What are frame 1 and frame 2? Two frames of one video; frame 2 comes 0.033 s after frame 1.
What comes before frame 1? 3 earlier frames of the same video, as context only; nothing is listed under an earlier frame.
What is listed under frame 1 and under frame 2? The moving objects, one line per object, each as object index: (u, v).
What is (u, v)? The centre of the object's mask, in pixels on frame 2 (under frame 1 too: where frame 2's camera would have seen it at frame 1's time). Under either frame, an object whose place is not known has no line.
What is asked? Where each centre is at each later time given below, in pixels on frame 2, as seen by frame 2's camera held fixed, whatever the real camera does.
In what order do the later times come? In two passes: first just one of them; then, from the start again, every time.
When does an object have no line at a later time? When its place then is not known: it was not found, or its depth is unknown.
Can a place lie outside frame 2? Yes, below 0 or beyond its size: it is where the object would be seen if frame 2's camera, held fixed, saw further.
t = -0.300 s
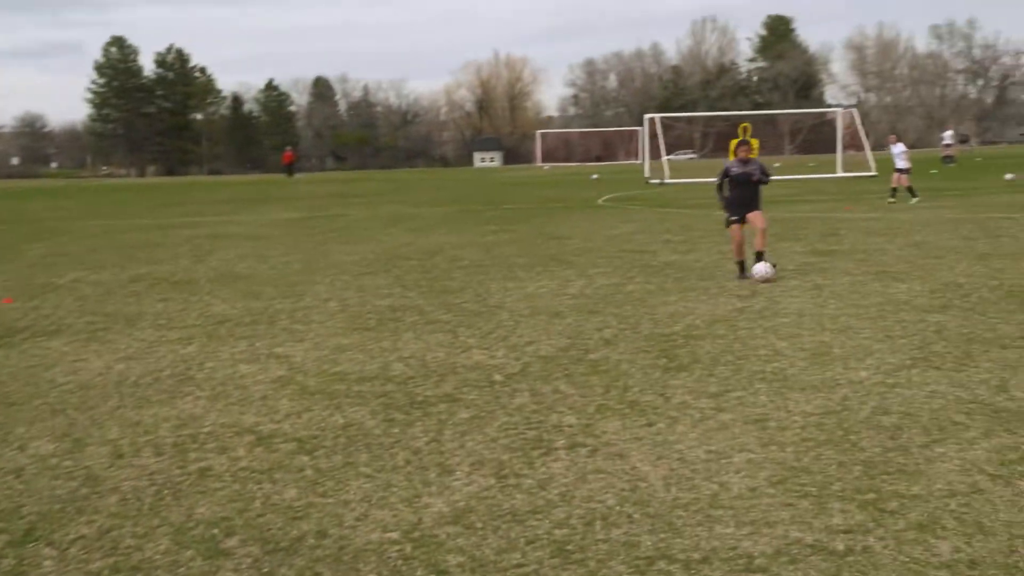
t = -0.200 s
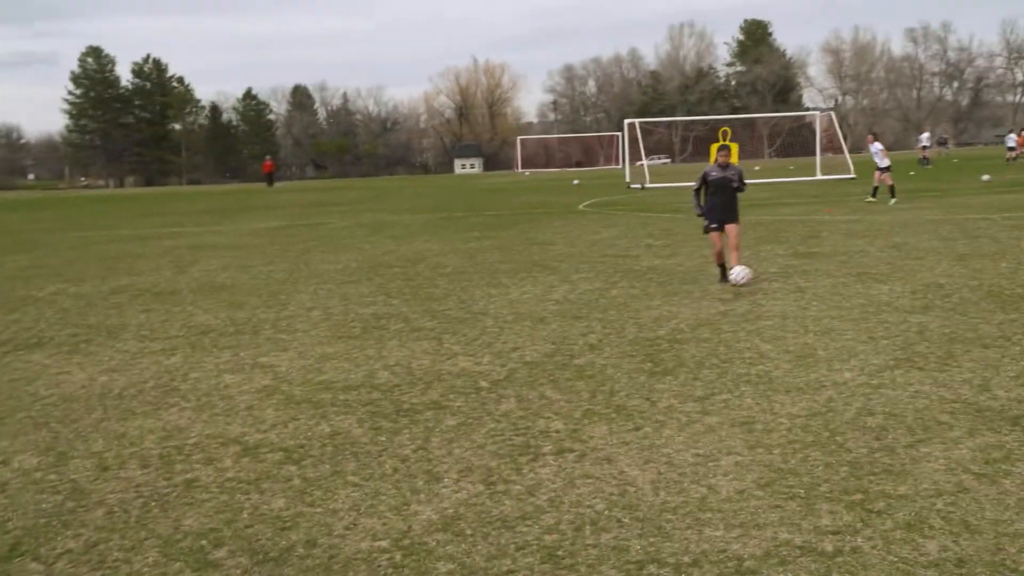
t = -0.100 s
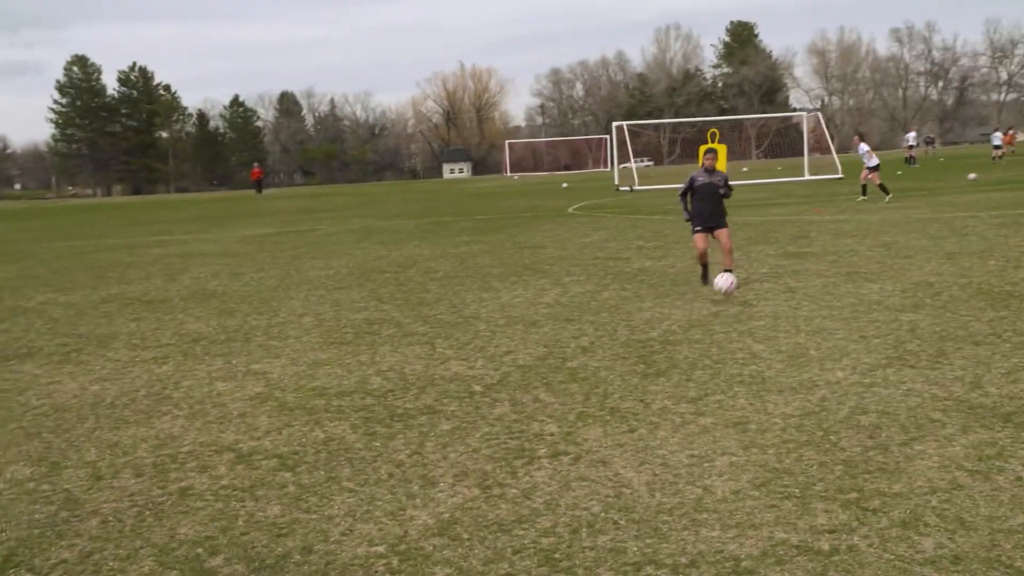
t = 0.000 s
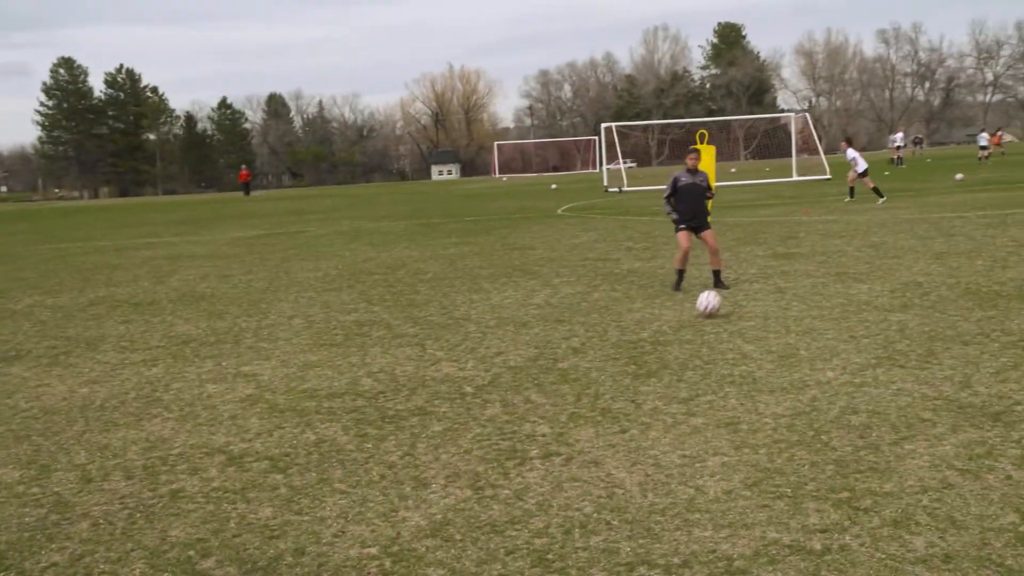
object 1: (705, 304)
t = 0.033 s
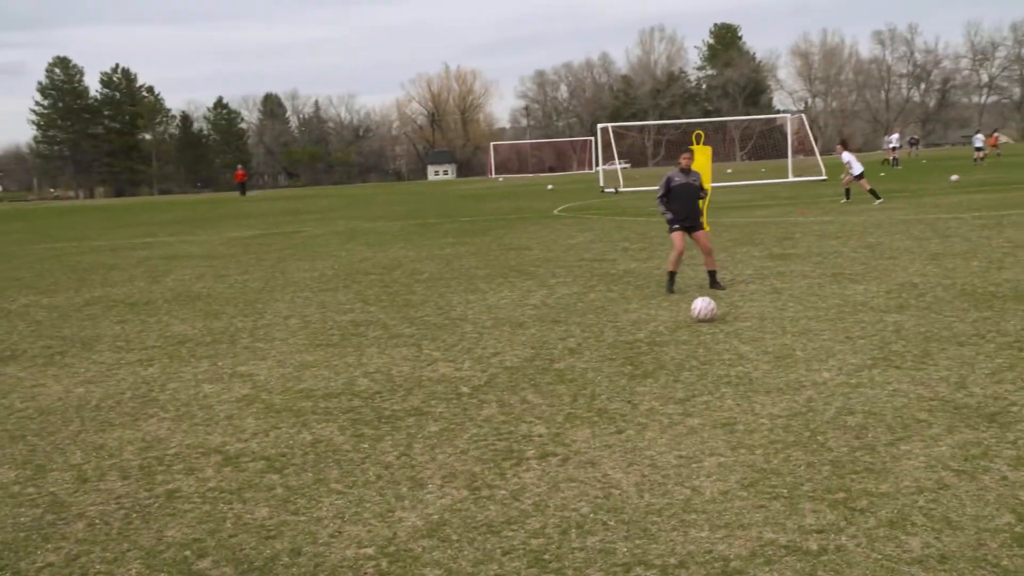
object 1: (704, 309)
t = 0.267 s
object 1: (696, 329)
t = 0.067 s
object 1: (703, 310)
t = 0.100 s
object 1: (702, 310)
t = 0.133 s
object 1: (700, 313)
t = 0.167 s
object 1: (700, 317)
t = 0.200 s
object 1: (698, 324)
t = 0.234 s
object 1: (697, 329)
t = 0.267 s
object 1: (696, 329)
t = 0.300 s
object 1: (695, 331)
